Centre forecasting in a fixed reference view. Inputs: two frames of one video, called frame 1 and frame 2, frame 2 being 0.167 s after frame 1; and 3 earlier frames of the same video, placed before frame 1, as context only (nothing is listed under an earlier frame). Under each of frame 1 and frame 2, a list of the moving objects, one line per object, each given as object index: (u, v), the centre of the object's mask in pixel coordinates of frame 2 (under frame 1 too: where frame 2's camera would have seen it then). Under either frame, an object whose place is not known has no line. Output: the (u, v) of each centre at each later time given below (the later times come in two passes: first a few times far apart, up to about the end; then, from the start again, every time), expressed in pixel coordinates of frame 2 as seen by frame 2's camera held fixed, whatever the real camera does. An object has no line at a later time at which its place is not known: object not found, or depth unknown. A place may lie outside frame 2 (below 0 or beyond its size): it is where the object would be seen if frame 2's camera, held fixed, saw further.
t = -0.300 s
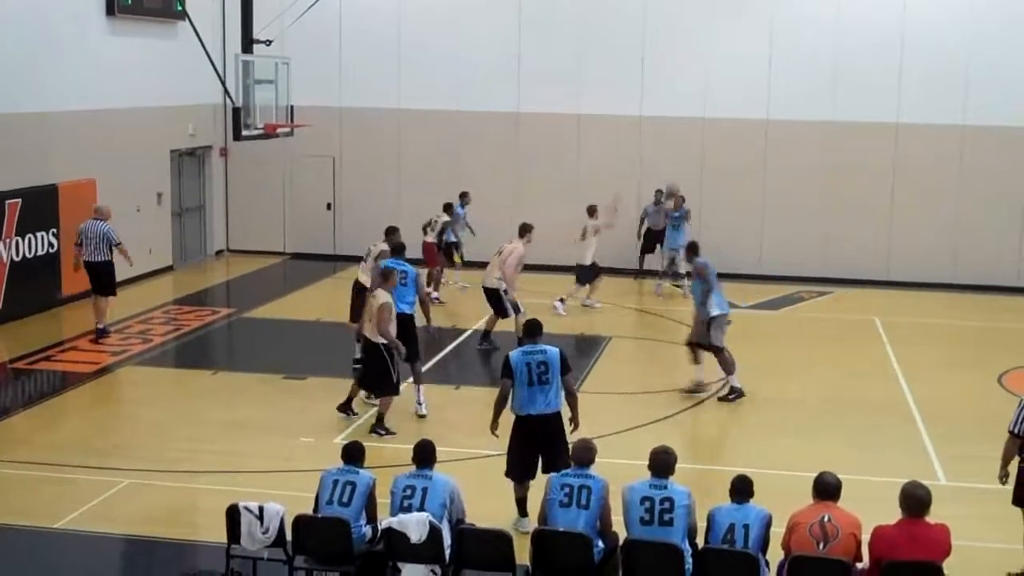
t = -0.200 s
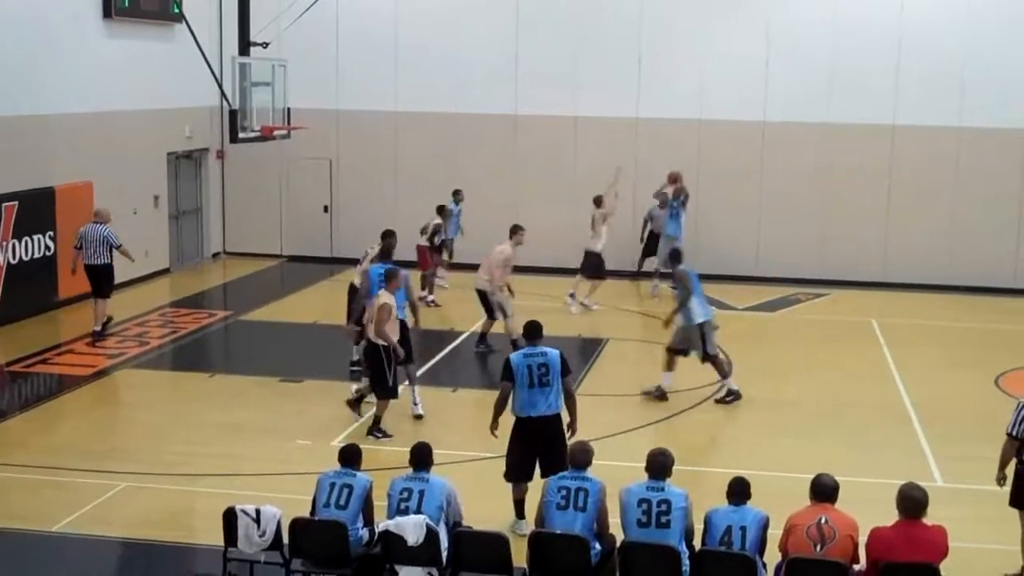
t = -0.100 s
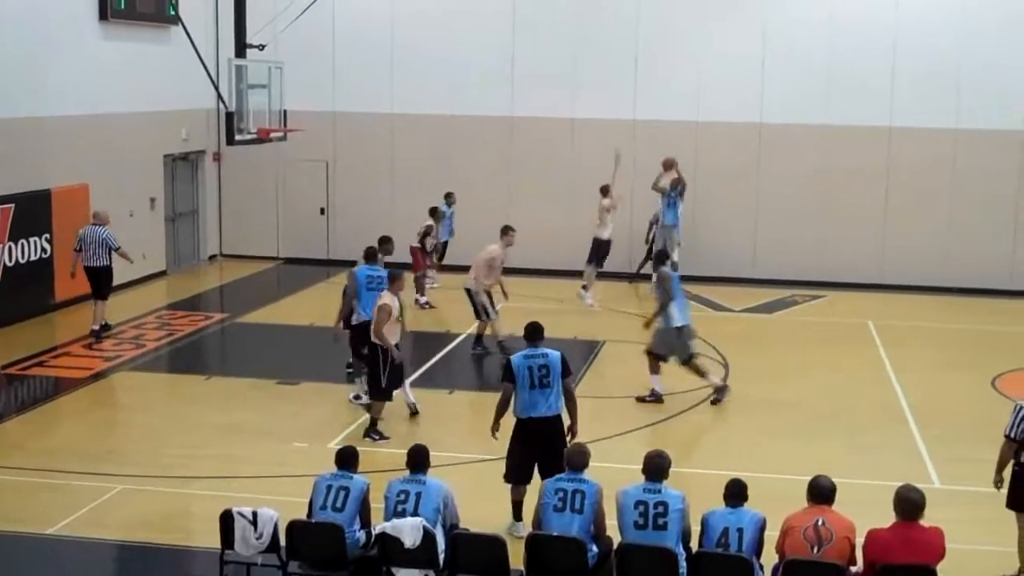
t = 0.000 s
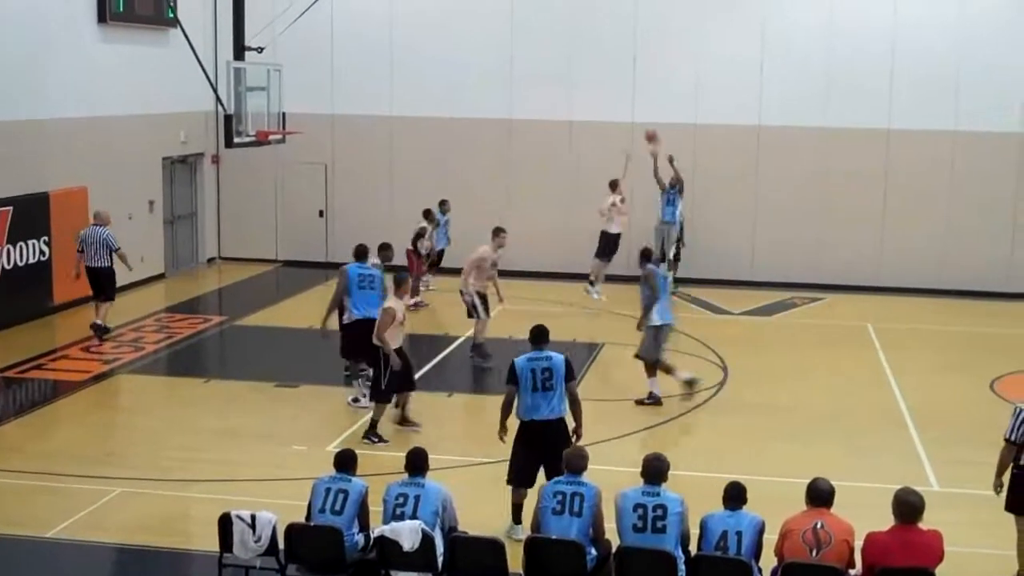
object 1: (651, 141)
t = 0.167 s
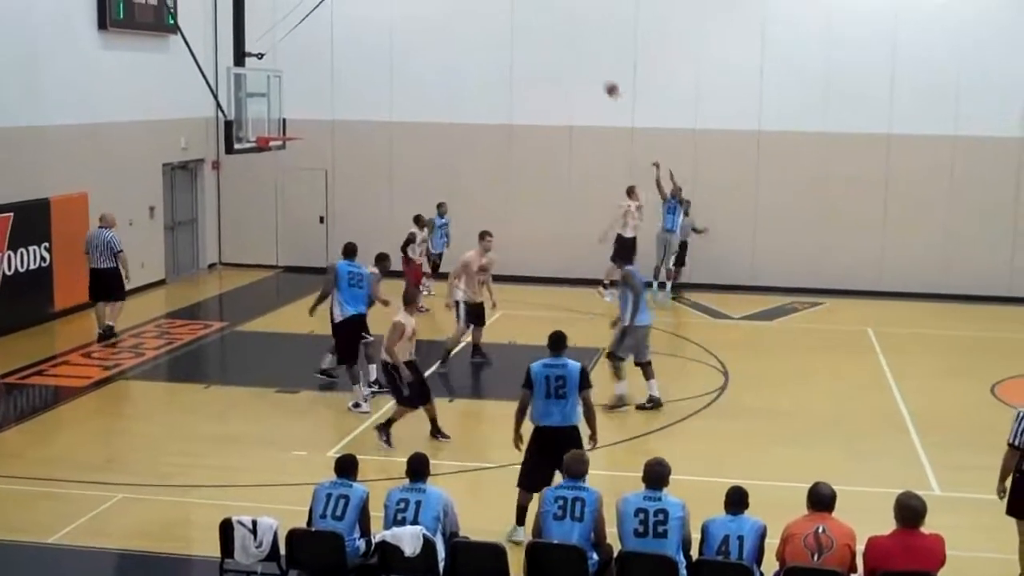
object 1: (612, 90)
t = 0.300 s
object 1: (578, 57)
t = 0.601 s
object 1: (496, 20)
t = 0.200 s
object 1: (603, 80)
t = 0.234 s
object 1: (595, 72)
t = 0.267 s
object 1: (587, 64)
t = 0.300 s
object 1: (578, 57)
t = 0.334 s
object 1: (569, 50)
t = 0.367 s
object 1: (560, 44)
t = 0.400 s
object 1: (550, 39)
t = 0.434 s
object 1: (541, 34)
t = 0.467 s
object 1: (532, 29)
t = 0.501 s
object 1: (523, 26)
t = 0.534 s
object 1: (513, 24)
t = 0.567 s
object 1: (504, 21)
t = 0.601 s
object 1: (496, 20)
